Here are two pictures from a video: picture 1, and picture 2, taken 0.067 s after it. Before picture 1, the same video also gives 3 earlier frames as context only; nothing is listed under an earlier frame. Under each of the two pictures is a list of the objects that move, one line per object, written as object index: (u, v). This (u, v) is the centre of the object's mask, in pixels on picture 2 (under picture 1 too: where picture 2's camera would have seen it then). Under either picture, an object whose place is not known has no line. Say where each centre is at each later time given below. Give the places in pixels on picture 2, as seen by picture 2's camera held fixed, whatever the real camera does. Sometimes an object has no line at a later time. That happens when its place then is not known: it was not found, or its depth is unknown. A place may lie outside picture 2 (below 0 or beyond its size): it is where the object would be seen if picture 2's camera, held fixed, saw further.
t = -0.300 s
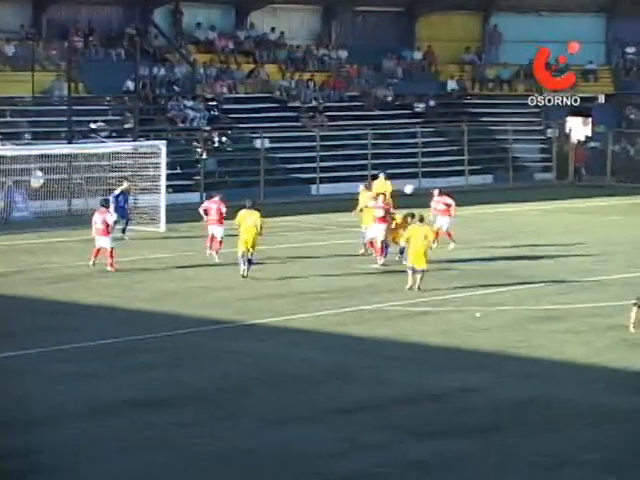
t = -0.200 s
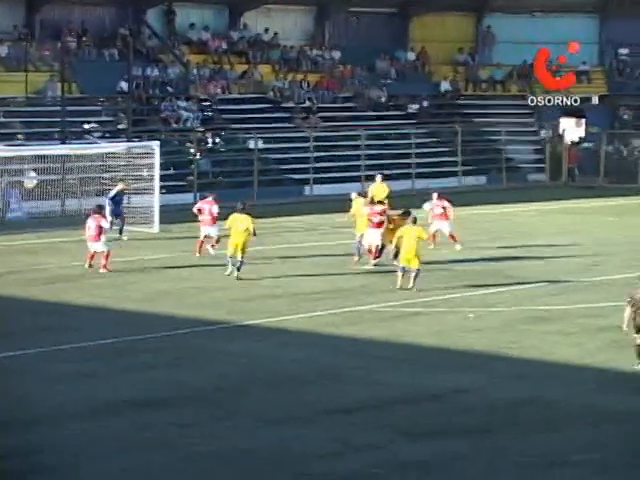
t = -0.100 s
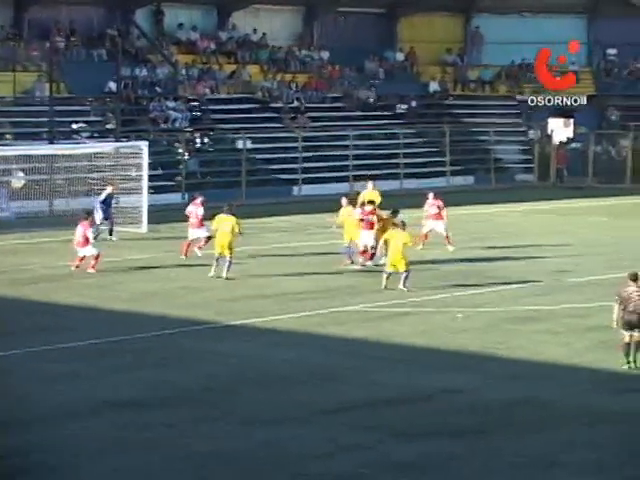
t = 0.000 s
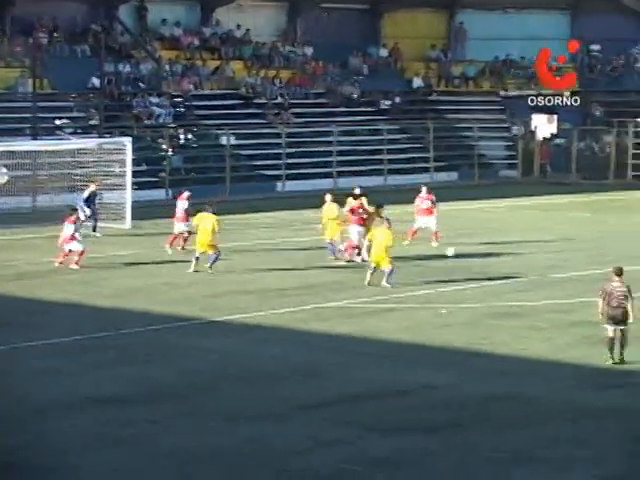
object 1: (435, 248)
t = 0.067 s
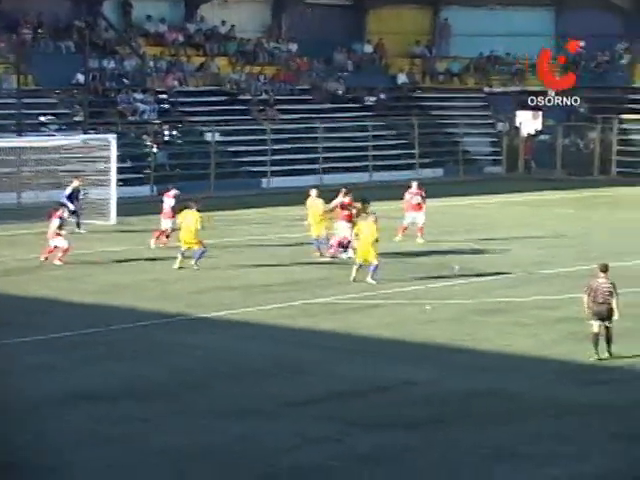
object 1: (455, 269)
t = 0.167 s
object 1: (471, 257)
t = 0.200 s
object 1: (477, 252)
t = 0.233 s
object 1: (483, 247)
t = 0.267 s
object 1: (489, 243)
